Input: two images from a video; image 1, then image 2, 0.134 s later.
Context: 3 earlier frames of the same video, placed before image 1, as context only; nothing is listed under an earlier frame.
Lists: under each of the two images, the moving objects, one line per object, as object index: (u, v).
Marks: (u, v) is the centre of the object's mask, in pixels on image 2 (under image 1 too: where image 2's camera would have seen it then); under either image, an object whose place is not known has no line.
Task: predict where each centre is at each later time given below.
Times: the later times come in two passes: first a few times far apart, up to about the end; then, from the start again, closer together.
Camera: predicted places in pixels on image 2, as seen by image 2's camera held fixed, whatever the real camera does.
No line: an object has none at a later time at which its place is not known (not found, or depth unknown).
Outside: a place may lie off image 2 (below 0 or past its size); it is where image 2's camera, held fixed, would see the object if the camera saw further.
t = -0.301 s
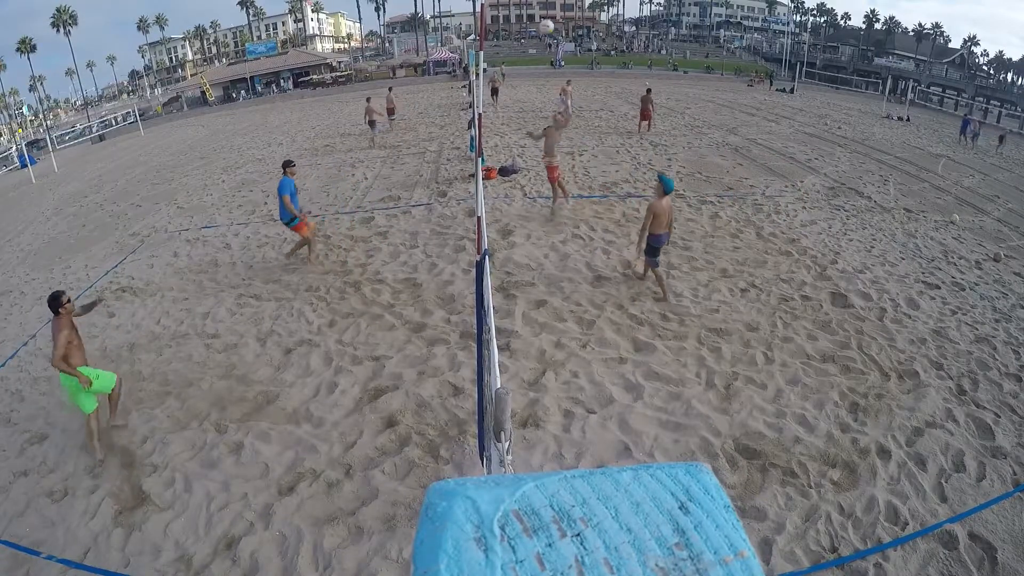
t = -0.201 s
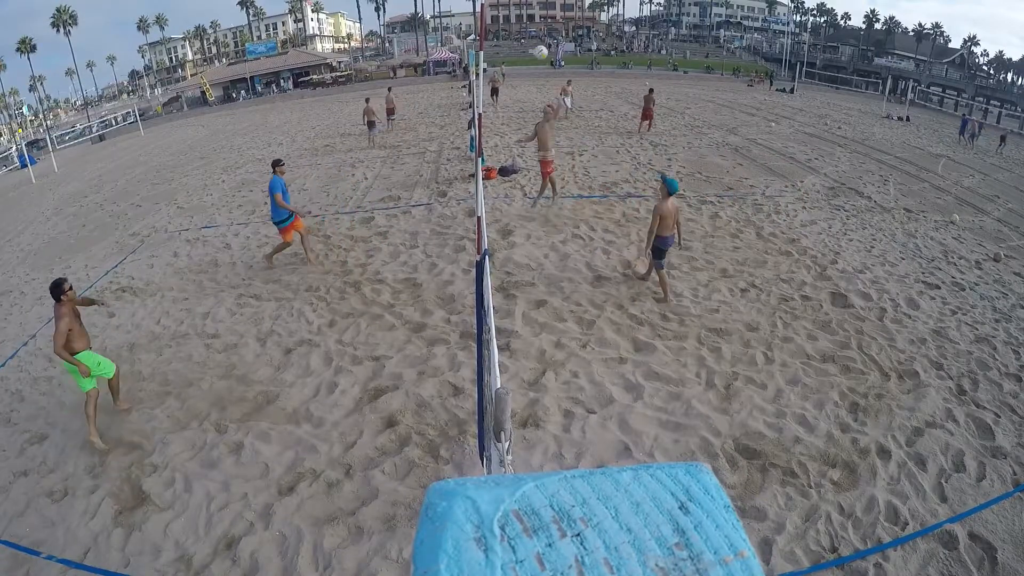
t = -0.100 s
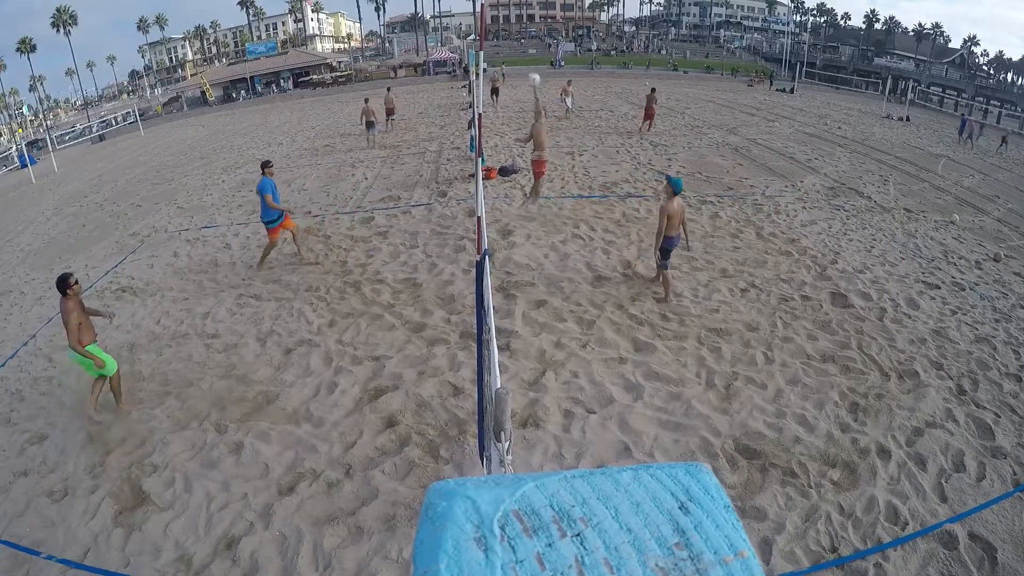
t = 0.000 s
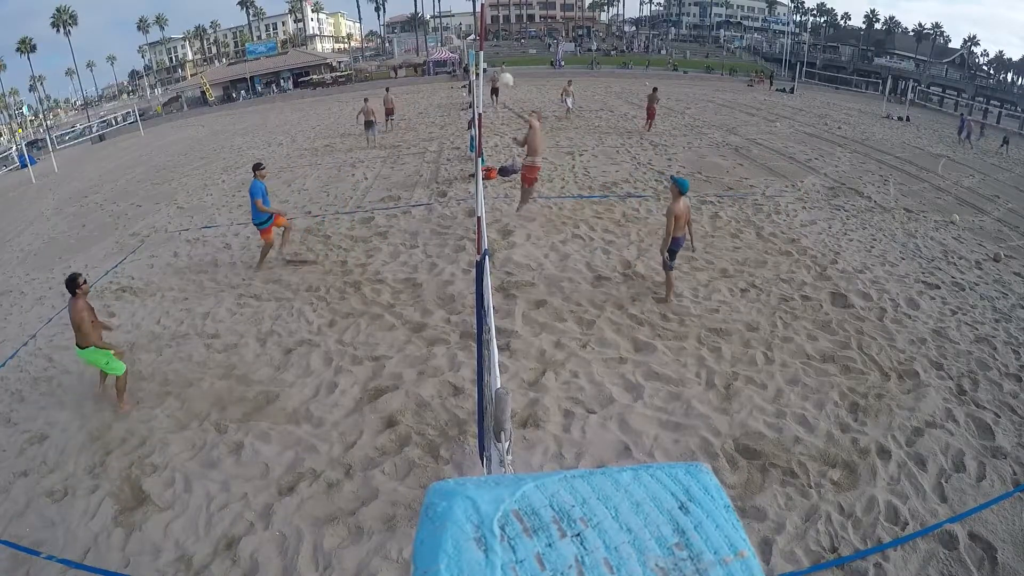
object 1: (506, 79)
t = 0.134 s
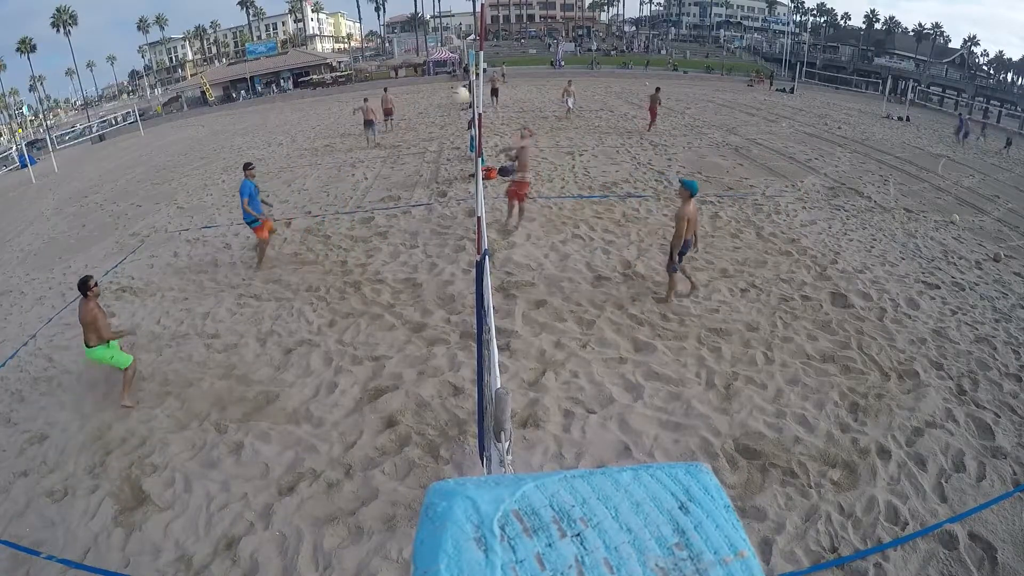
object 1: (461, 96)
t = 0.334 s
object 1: (370, 170)
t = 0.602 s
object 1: (228, 422)
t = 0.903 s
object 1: (76, 508)
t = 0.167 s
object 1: (448, 102)
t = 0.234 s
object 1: (419, 124)
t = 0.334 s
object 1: (370, 170)
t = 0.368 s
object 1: (352, 192)
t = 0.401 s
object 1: (335, 216)
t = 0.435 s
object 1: (316, 243)
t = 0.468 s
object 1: (297, 274)
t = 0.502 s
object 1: (277, 307)
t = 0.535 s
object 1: (260, 343)
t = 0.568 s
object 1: (243, 383)
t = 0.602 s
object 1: (228, 422)
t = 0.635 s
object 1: (215, 464)
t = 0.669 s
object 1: (203, 505)
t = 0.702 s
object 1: (193, 540)
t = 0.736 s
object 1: (175, 534)
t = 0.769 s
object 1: (155, 528)
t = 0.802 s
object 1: (136, 523)
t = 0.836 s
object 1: (116, 517)
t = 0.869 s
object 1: (96, 513)
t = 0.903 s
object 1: (76, 508)
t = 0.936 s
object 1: (56, 505)
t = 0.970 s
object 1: (38, 502)
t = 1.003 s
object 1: (18, 500)
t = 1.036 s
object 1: (7, 500)
